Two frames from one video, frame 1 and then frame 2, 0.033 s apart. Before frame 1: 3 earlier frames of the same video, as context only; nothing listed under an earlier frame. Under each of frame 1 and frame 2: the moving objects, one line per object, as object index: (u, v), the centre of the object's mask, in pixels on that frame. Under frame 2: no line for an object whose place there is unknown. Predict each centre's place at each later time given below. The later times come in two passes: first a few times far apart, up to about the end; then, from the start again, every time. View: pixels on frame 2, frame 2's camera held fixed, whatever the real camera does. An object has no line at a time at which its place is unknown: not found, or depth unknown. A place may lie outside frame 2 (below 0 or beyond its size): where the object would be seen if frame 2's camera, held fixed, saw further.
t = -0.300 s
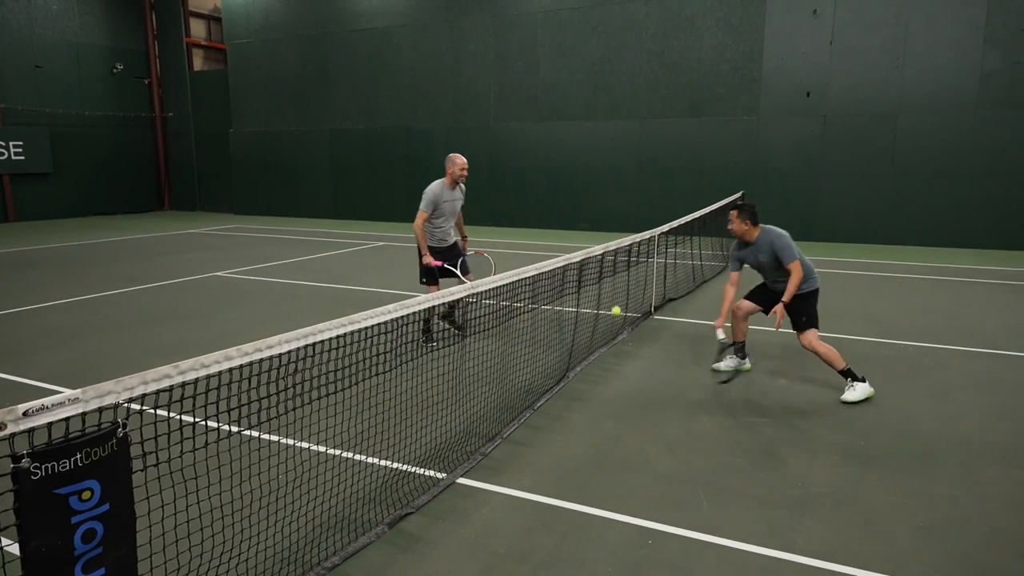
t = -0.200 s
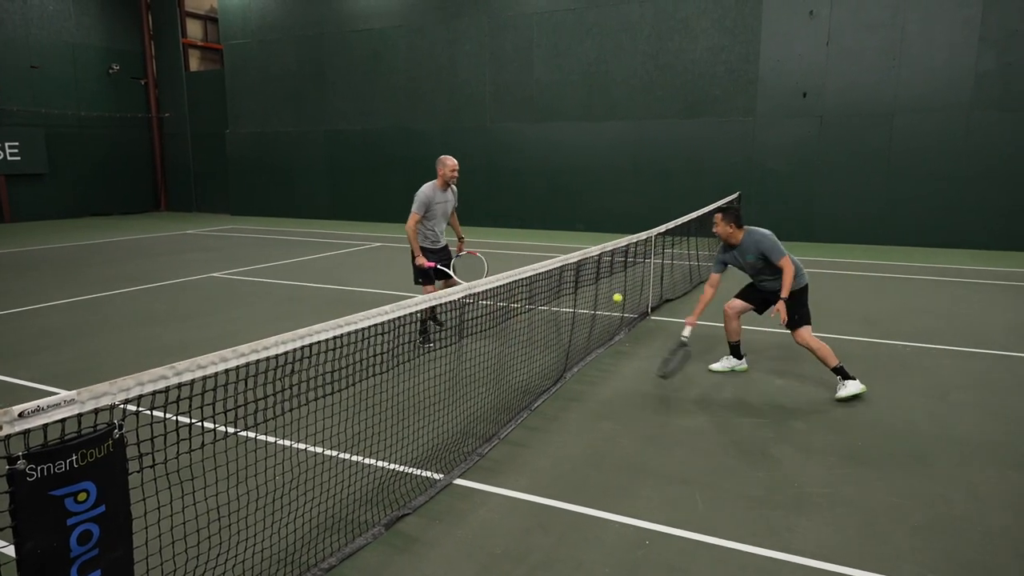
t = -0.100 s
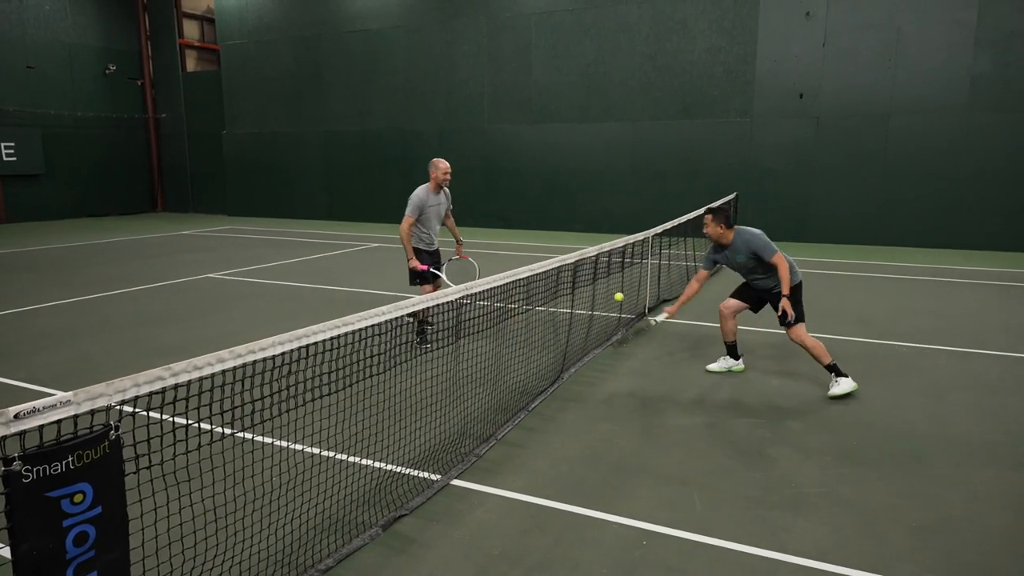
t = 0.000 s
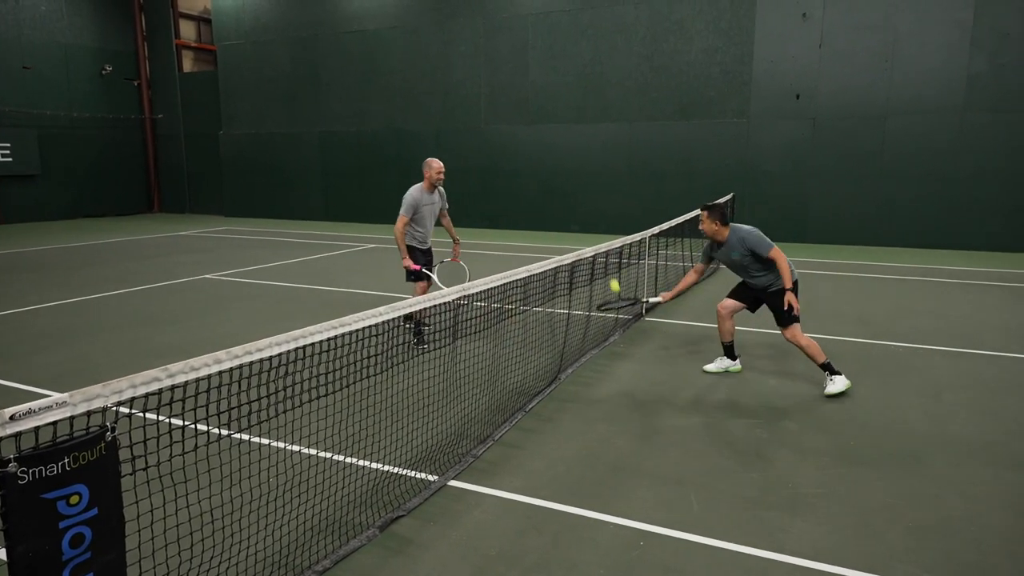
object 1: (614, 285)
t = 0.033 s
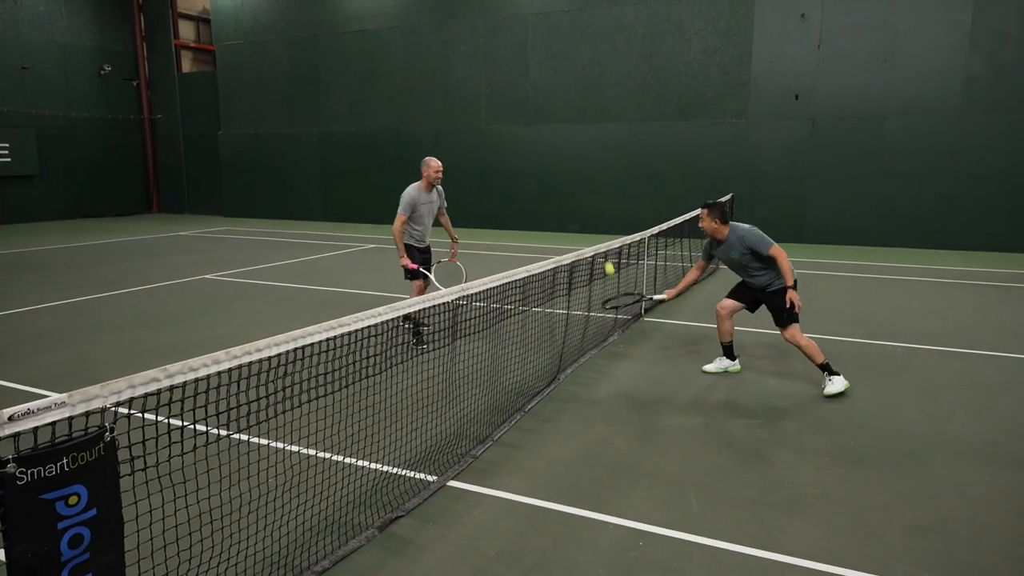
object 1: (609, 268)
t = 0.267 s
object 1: (579, 191)
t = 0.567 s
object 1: (545, 195)
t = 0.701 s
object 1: (533, 225)
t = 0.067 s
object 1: (605, 253)
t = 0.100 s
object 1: (600, 237)
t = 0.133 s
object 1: (596, 225)
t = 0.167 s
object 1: (591, 215)
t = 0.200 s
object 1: (587, 205)
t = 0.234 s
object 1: (583, 197)
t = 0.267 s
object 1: (579, 191)
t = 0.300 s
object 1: (574, 186)
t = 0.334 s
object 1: (571, 183)
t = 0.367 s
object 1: (567, 181)
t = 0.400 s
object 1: (563, 180)
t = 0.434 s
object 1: (560, 181)
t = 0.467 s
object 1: (556, 182)
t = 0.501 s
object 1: (552, 185)
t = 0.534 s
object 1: (548, 189)
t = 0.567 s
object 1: (545, 195)
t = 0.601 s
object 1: (542, 201)
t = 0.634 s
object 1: (539, 208)
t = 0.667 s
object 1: (536, 216)
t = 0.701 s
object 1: (533, 225)
